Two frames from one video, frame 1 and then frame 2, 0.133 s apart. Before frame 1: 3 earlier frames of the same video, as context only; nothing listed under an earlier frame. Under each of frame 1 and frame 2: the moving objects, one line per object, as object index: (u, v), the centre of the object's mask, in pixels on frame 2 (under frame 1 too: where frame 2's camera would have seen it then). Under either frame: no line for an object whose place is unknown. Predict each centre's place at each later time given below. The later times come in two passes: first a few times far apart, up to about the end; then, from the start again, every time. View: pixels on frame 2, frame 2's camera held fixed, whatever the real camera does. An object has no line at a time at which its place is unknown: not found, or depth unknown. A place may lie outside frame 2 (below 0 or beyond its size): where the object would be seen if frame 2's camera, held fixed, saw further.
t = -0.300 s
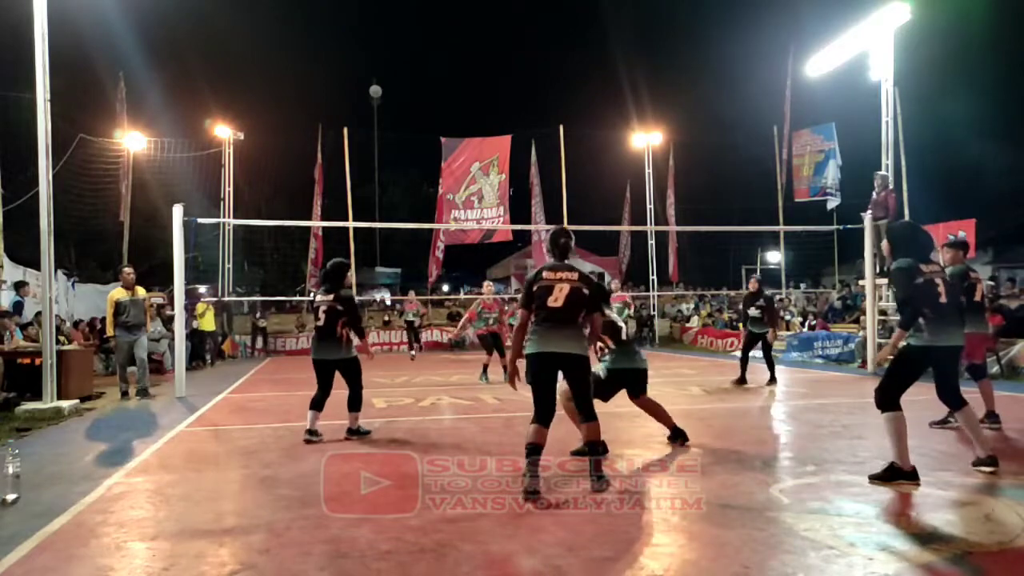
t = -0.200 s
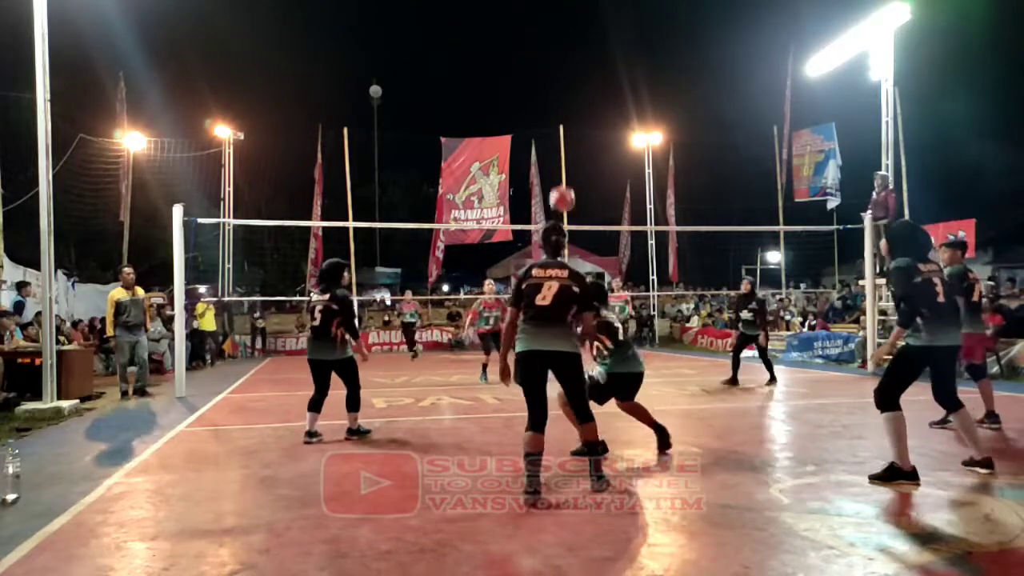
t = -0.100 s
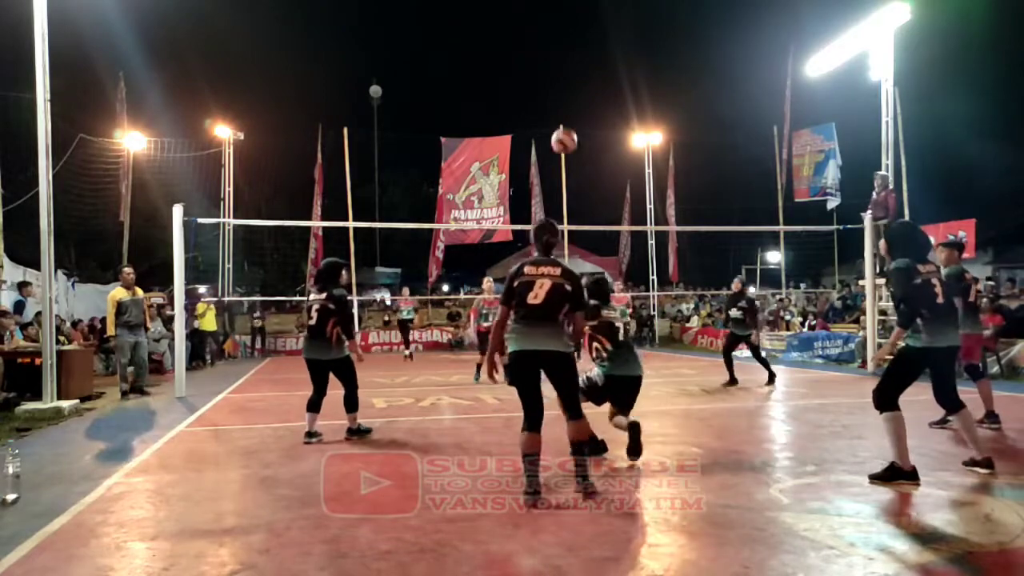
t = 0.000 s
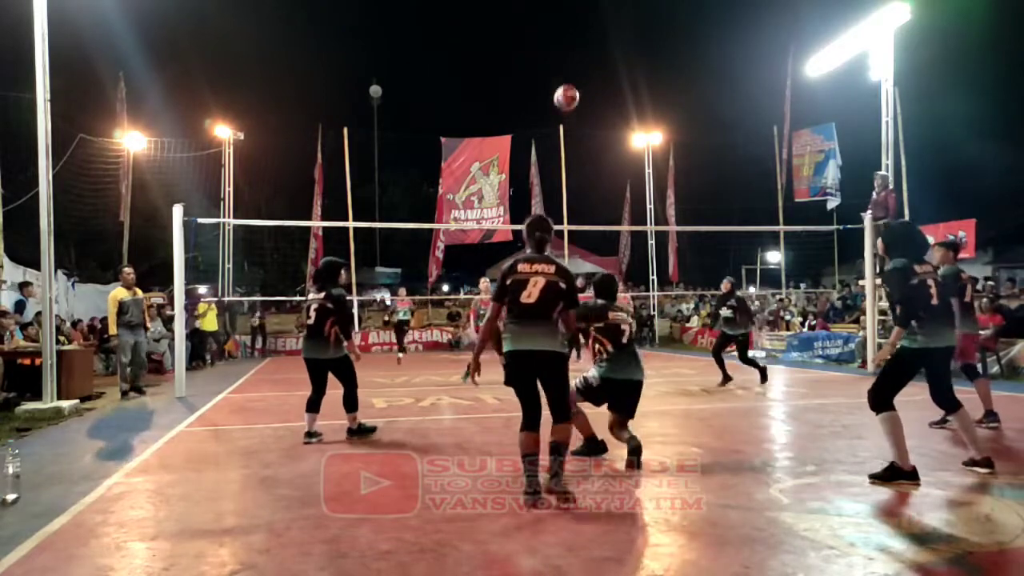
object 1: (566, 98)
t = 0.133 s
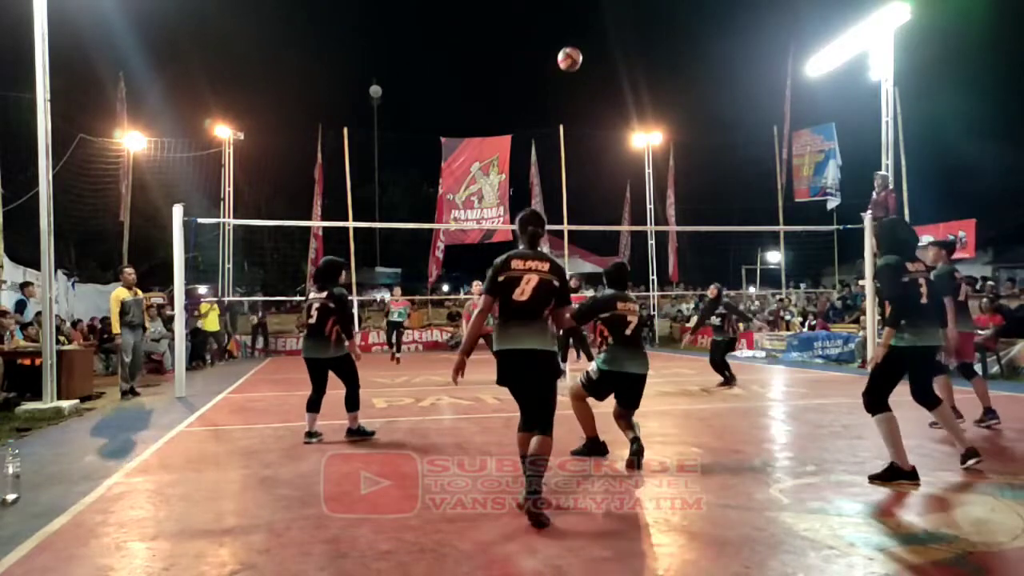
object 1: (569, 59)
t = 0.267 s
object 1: (573, 41)
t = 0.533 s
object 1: (579, 58)
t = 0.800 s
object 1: (586, 137)
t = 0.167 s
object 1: (570, 52)
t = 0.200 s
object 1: (571, 47)
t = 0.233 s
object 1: (572, 44)
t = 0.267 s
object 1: (573, 41)
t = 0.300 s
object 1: (573, 39)
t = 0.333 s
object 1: (574, 39)
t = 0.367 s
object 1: (575, 39)
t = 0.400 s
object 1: (576, 41)
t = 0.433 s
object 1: (577, 44)
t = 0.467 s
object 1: (578, 48)
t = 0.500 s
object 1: (579, 52)
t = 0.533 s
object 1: (579, 58)
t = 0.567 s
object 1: (580, 65)
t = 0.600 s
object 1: (581, 73)
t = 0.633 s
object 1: (582, 81)
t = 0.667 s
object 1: (583, 91)
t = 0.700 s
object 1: (583, 101)
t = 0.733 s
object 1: (584, 112)
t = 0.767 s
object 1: (585, 124)
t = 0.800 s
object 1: (586, 137)
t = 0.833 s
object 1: (587, 150)
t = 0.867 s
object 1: (588, 165)
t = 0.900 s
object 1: (589, 180)
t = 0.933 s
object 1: (589, 196)
